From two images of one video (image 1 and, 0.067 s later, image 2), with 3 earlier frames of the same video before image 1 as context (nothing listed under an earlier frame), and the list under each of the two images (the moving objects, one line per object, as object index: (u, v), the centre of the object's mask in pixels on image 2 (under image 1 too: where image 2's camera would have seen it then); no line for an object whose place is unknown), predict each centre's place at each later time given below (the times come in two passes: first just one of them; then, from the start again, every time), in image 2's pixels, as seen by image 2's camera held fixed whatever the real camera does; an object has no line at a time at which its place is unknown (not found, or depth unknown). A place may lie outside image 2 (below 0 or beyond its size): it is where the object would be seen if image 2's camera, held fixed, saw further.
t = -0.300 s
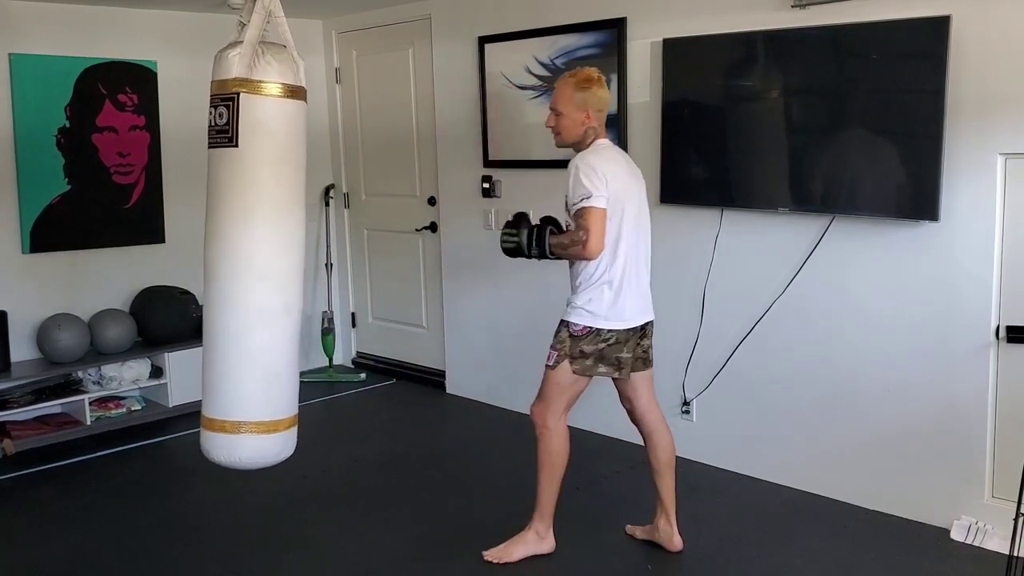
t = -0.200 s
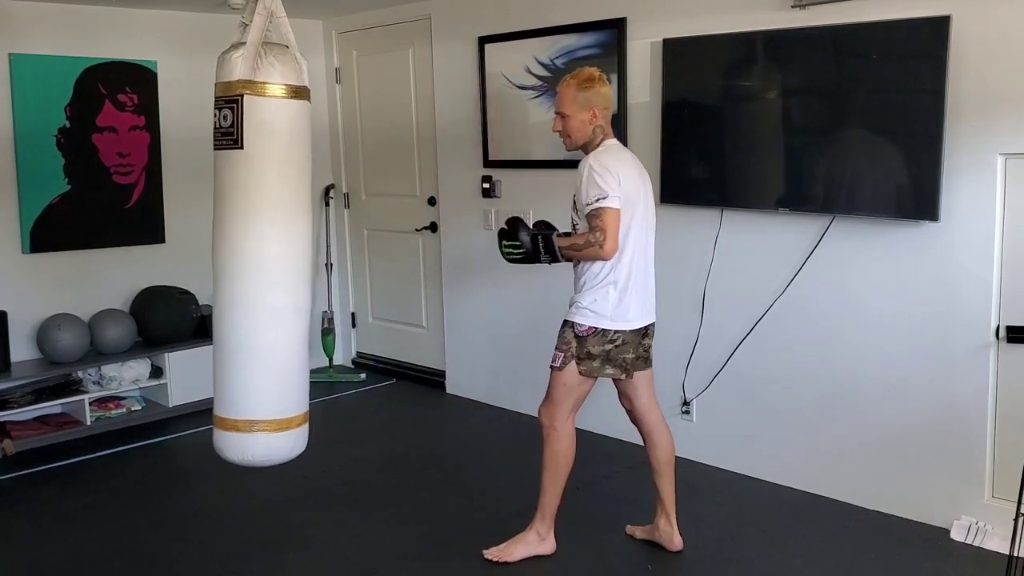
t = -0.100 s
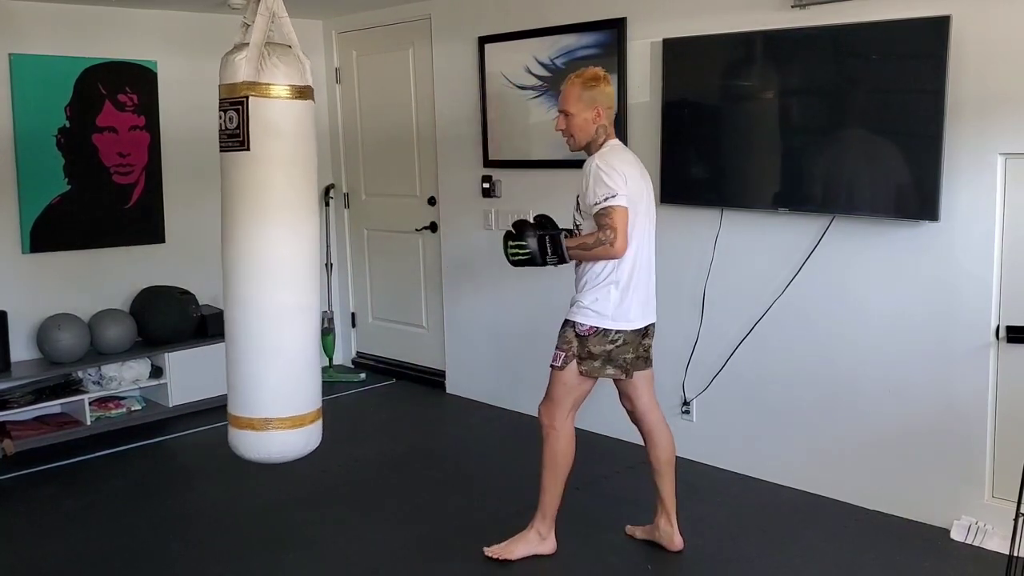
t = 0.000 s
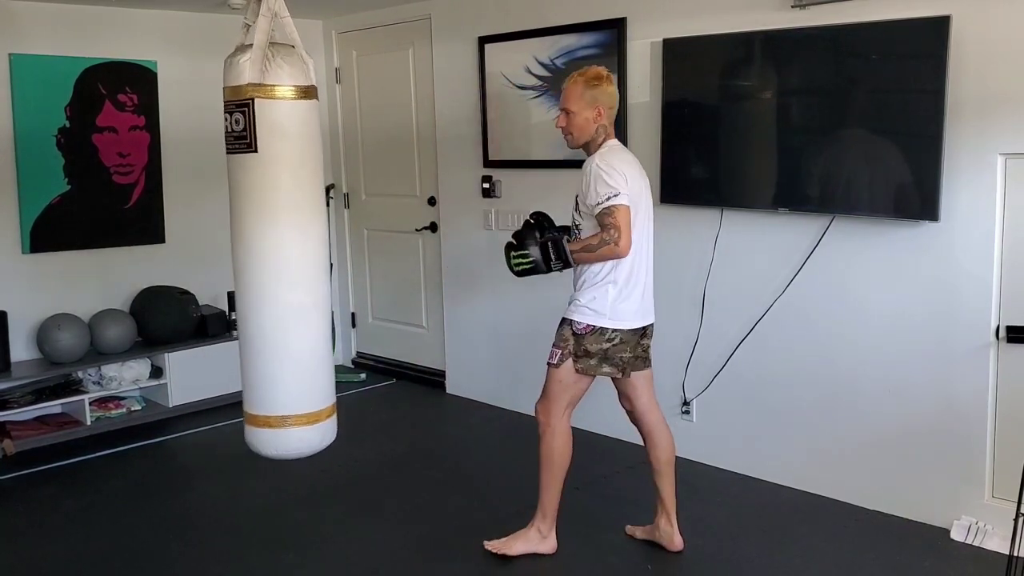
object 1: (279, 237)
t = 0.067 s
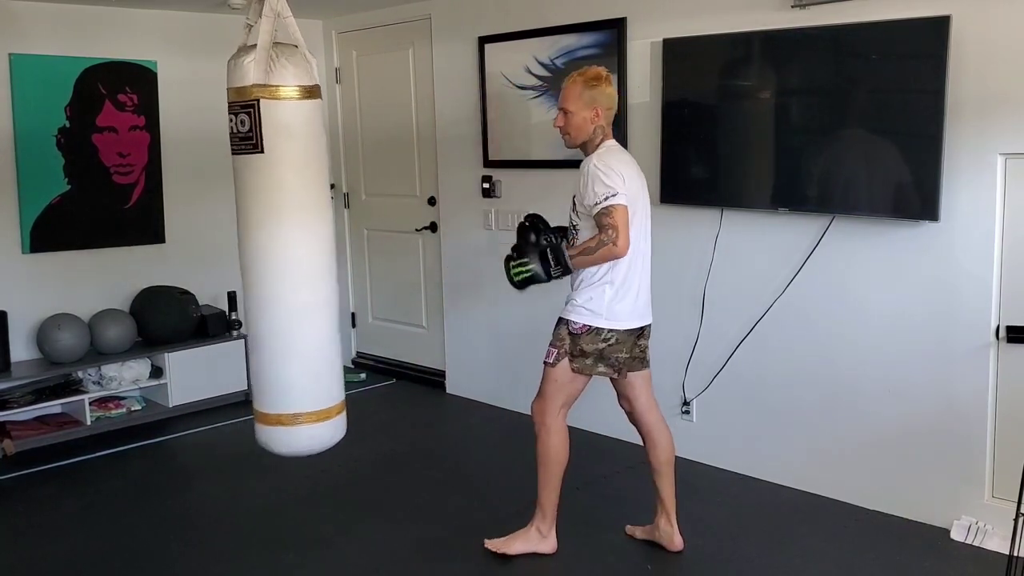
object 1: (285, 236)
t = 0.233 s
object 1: (300, 231)
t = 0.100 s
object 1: (288, 234)
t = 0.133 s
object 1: (291, 233)
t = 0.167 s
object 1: (294, 233)
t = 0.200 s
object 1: (297, 232)
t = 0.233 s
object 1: (300, 231)
